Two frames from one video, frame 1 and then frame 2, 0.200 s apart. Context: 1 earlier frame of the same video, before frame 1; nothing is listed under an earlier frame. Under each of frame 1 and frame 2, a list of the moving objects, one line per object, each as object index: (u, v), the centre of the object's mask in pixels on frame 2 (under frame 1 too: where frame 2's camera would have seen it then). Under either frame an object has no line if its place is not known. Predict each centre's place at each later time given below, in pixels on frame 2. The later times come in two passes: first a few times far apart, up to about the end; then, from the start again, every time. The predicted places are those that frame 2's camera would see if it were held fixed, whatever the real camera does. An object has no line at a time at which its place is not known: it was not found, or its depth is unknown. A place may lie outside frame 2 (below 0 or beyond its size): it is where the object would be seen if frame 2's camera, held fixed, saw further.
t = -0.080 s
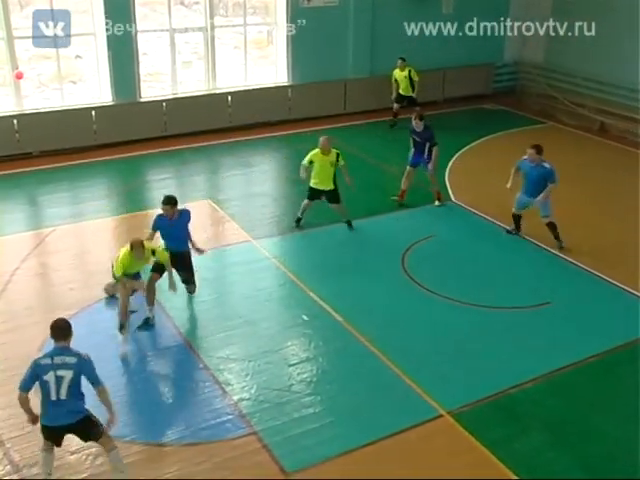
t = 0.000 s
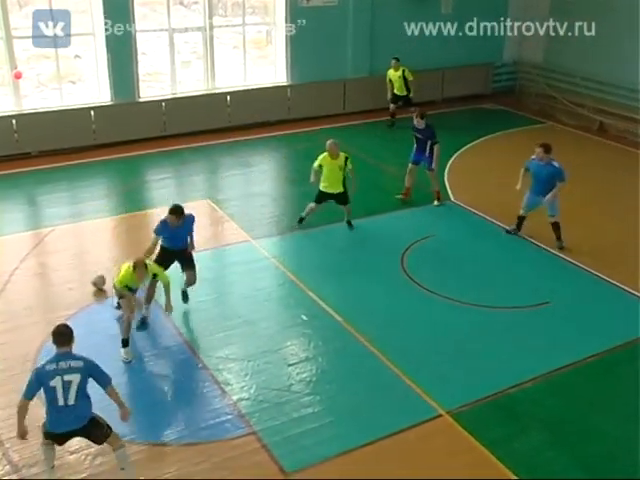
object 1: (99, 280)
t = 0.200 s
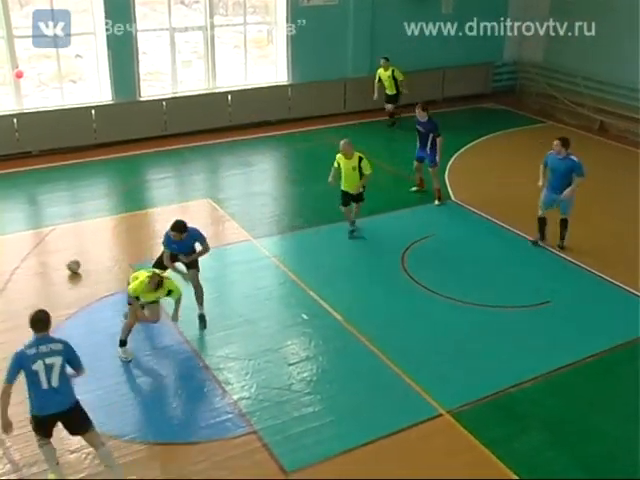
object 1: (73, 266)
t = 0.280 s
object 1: (63, 260)
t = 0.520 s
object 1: (37, 244)
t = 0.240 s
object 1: (68, 263)
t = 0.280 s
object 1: (63, 260)
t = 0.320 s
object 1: (59, 257)
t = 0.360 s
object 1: (54, 255)
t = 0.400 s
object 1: (51, 251)
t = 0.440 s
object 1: (46, 249)
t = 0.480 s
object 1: (42, 247)
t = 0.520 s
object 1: (37, 244)
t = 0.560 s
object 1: (34, 241)
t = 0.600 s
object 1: (30, 239)
